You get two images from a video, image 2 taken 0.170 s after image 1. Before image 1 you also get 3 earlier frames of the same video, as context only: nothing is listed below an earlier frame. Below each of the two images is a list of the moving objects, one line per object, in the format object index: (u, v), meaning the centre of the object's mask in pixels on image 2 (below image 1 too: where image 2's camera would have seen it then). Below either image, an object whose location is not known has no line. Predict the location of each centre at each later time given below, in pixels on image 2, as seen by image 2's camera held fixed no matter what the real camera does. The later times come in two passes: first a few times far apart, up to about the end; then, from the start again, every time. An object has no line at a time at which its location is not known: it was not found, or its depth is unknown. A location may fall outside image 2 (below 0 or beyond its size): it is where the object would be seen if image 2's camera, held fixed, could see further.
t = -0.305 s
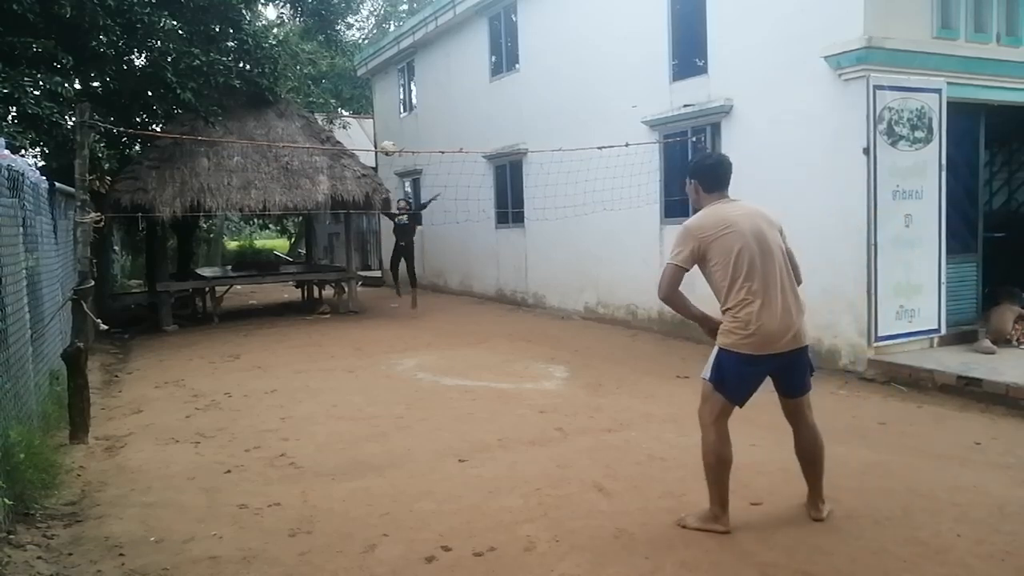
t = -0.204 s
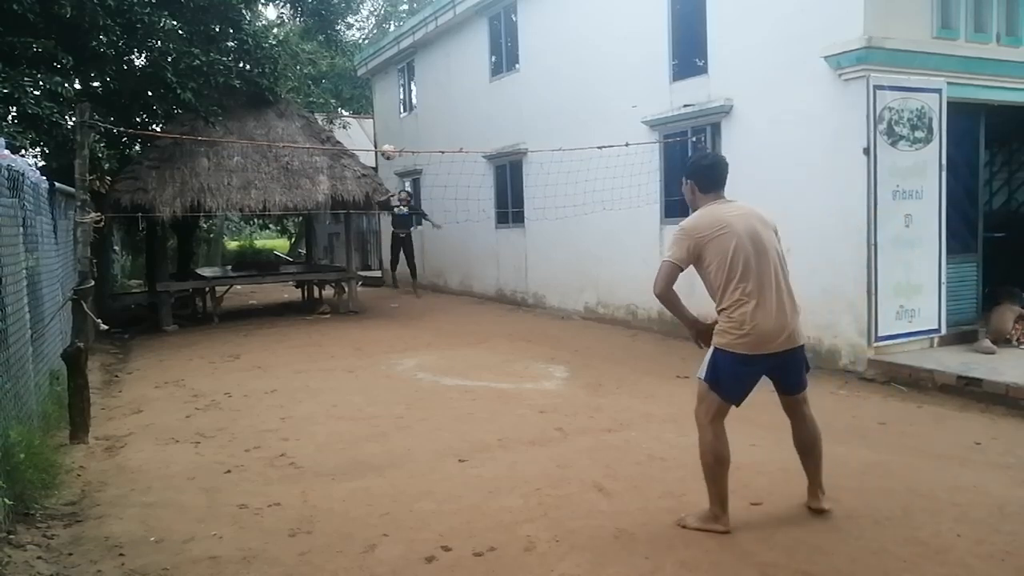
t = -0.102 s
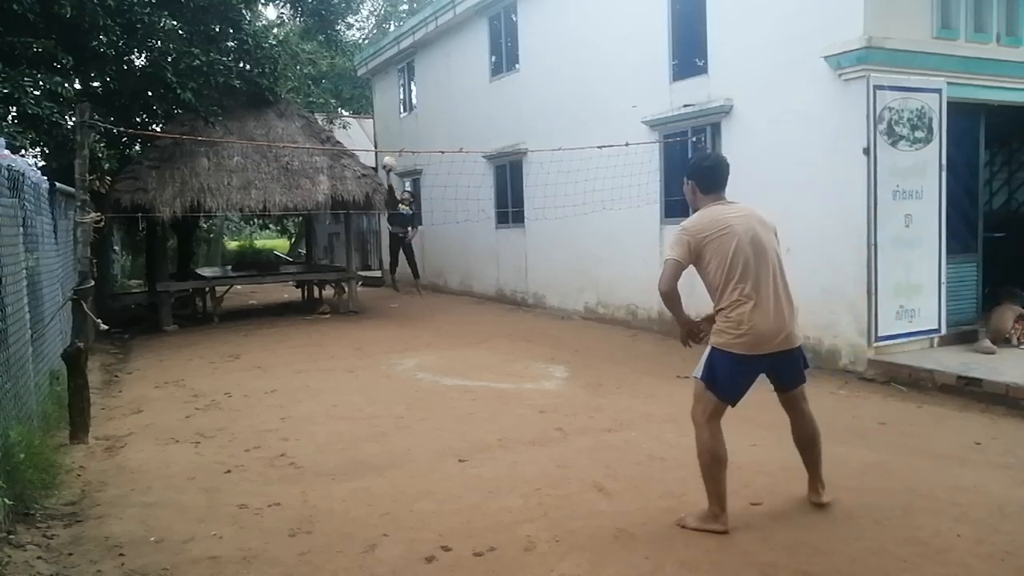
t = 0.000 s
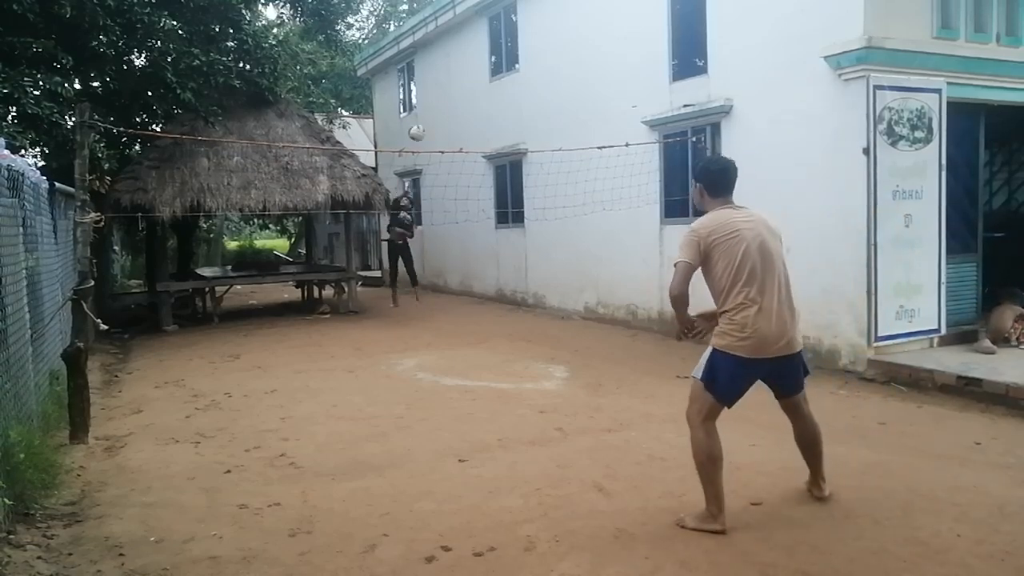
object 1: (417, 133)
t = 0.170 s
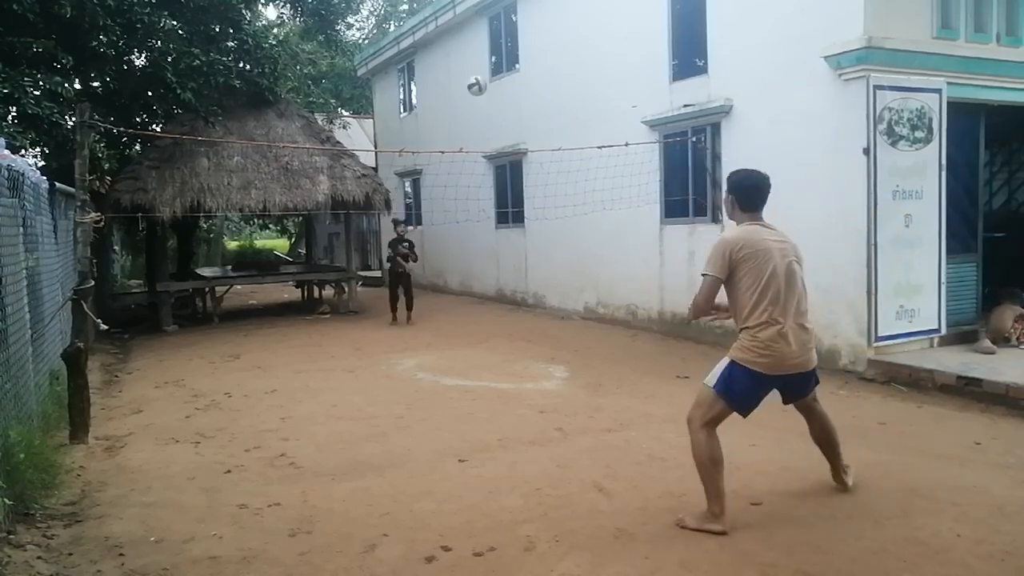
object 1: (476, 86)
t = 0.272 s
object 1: (522, 67)
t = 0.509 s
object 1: (677, 53)
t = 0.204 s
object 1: (491, 78)
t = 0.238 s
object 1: (506, 72)
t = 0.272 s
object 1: (522, 67)
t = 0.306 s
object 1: (540, 62)
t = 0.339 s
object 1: (559, 58)
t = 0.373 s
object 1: (579, 55)
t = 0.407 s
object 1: (601, 53)
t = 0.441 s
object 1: (625, 52)
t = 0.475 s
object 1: (650, 53)
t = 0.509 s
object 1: (677, 53)
